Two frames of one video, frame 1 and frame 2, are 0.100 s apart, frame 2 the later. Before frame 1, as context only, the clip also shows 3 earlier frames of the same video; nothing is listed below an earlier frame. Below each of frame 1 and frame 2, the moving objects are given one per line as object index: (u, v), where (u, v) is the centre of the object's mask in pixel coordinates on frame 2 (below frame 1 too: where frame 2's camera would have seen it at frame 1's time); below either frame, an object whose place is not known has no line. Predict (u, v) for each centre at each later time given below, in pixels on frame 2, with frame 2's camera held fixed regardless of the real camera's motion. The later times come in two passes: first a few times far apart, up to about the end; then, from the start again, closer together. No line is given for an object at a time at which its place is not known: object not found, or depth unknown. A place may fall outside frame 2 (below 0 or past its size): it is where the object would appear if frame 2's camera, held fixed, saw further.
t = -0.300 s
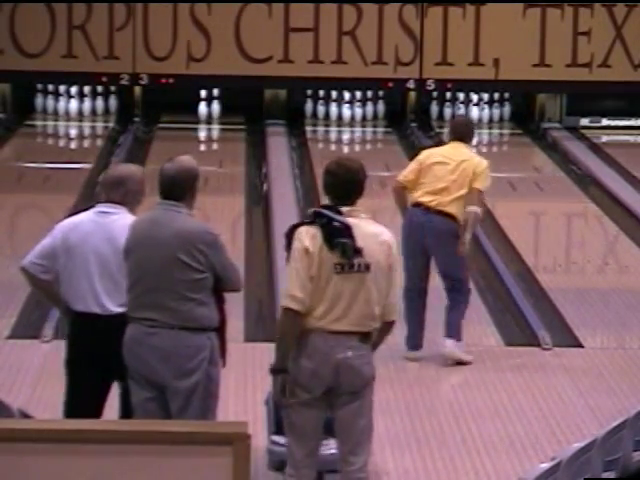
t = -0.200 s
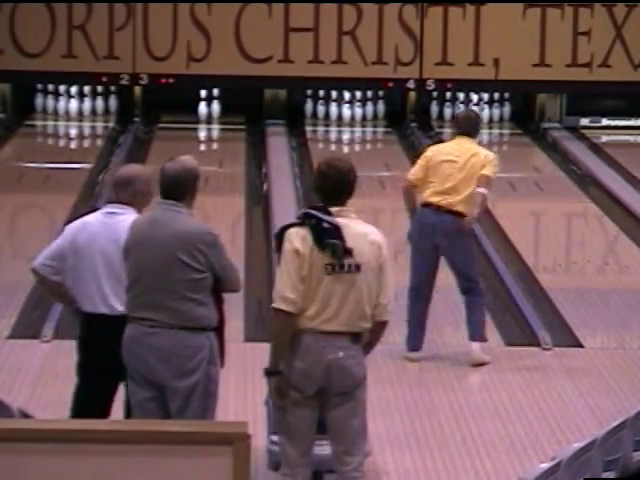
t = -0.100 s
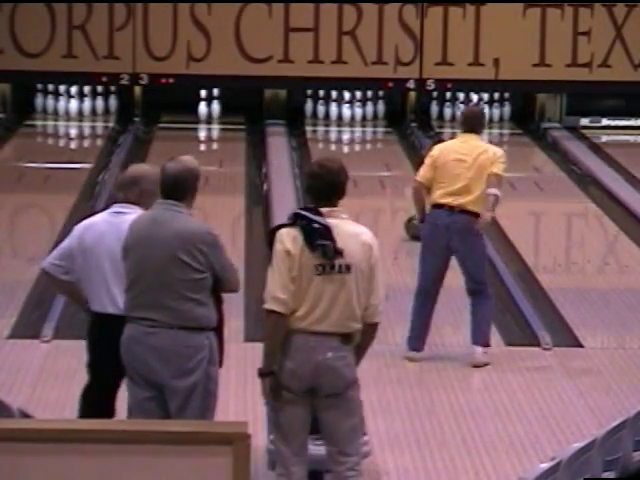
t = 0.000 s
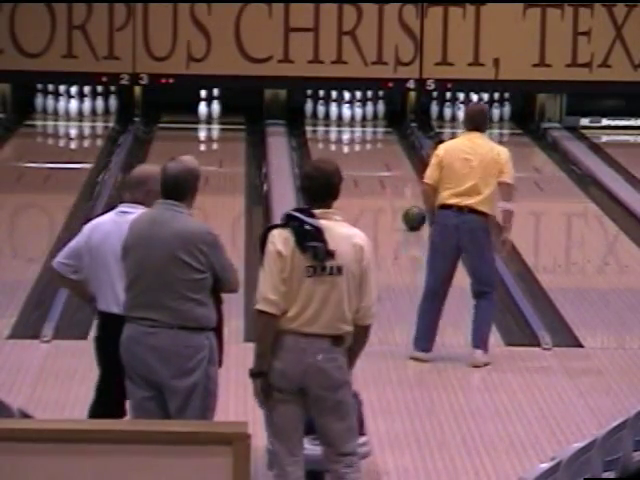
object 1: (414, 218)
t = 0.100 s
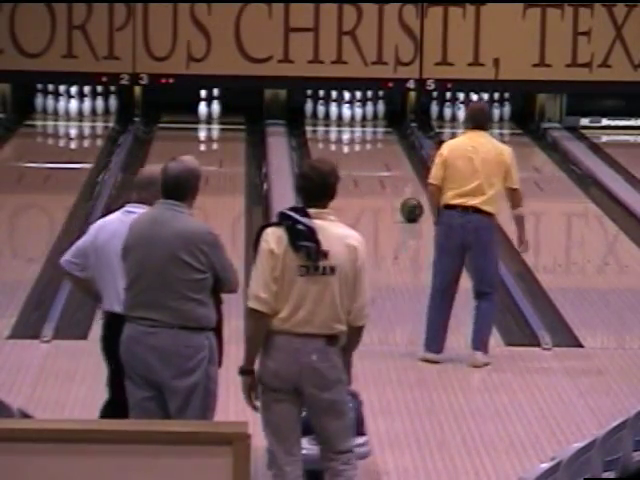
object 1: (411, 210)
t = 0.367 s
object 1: (404, 189)
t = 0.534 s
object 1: (399, 178)
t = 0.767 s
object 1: (394, 162)
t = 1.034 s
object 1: (386, 148)
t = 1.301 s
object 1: (378, 136)
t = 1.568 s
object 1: (368, 123)
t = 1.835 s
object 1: (357, 114)
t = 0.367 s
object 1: (404, 189)
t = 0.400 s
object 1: (404, 187)
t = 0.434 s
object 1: (402, 184)
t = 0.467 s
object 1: (400, 182)
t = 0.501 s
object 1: (400, 180)
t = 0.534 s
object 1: (399, 178)
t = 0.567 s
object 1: (398, 176)
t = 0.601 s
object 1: (398, 174)
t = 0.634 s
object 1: (397, 171)
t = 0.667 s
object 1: (396, 169)
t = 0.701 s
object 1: (396, 167)
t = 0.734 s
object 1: (395, 164)
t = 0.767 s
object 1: (394, 162)
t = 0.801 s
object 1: (393, 161)
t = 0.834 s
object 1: (392, 158)
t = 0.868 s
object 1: (391, 157)
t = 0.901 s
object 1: (390, 155)
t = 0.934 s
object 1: (389, 153)
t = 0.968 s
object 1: (389, 152)
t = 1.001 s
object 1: (388, 150)
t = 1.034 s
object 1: (386, 148)
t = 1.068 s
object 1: (385, 146)
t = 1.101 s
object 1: (385, 144)
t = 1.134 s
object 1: (383, 144)
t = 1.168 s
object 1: (382, 142)
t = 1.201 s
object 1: (382, 139)
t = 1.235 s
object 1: (381, 137)
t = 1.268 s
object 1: (379, 137)
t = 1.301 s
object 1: (378, 136)
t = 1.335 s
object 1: (377, 134)
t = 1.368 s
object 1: (375, 132)
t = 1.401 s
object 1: (375, 130)
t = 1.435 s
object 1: (373, 129)
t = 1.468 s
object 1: (372, 128)
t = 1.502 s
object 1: (371, 127)
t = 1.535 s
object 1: (369, 125)
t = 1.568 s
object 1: (368, 123)
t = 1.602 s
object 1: (367, 122)
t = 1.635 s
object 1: (367, 121)
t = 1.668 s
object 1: (364, 121)
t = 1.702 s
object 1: (361, 118)
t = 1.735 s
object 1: (359, 118)
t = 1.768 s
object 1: (358, 117)
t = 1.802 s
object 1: (357, 117)
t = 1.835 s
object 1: (357, 114)
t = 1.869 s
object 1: (356, 109)
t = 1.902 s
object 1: (357, 110)
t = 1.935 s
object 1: (357, 109)
